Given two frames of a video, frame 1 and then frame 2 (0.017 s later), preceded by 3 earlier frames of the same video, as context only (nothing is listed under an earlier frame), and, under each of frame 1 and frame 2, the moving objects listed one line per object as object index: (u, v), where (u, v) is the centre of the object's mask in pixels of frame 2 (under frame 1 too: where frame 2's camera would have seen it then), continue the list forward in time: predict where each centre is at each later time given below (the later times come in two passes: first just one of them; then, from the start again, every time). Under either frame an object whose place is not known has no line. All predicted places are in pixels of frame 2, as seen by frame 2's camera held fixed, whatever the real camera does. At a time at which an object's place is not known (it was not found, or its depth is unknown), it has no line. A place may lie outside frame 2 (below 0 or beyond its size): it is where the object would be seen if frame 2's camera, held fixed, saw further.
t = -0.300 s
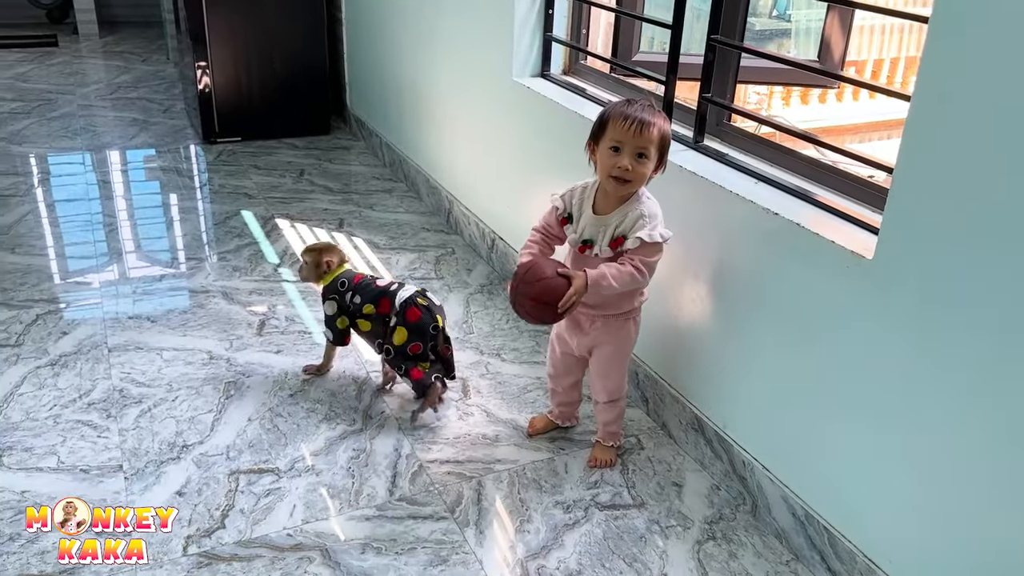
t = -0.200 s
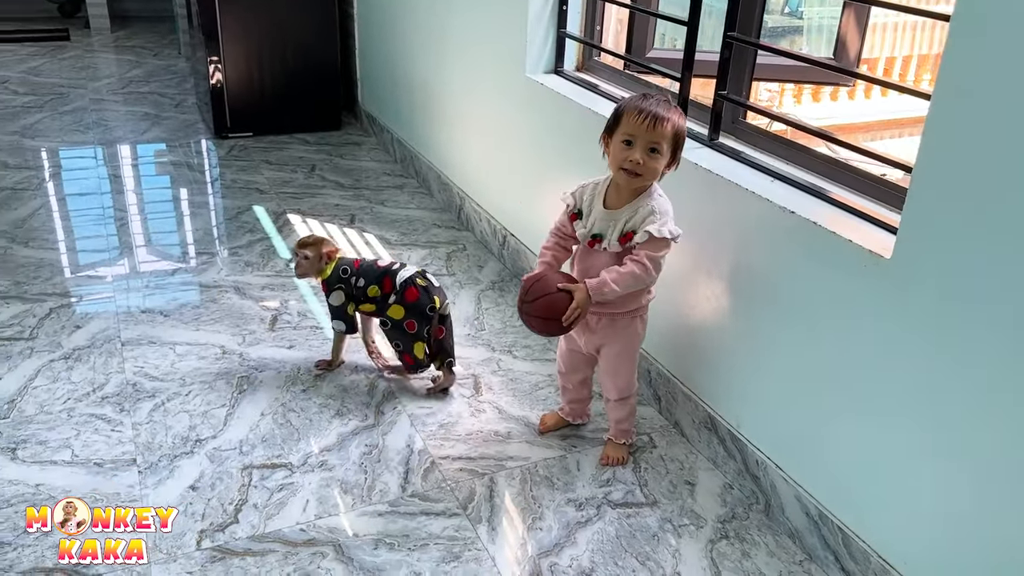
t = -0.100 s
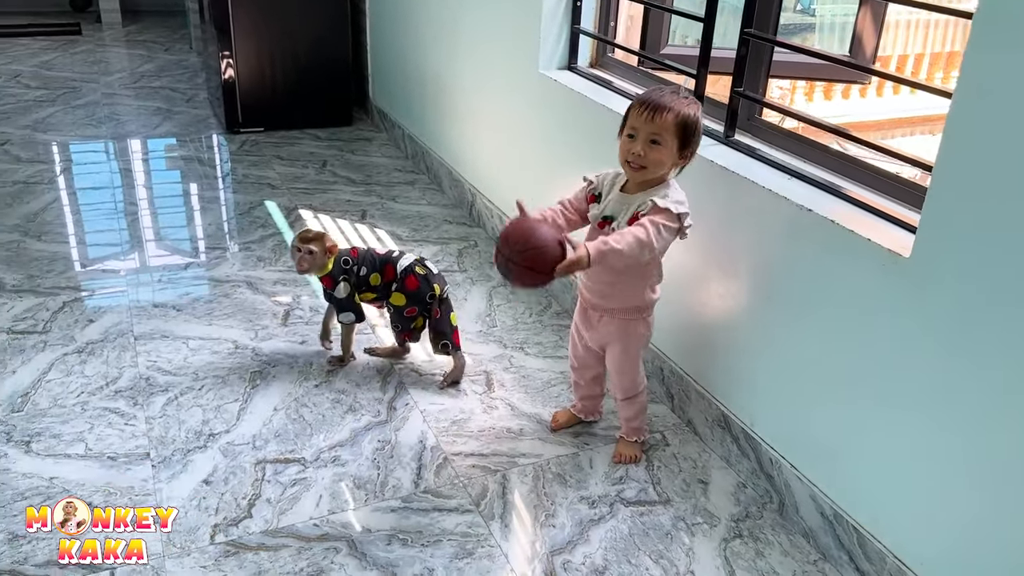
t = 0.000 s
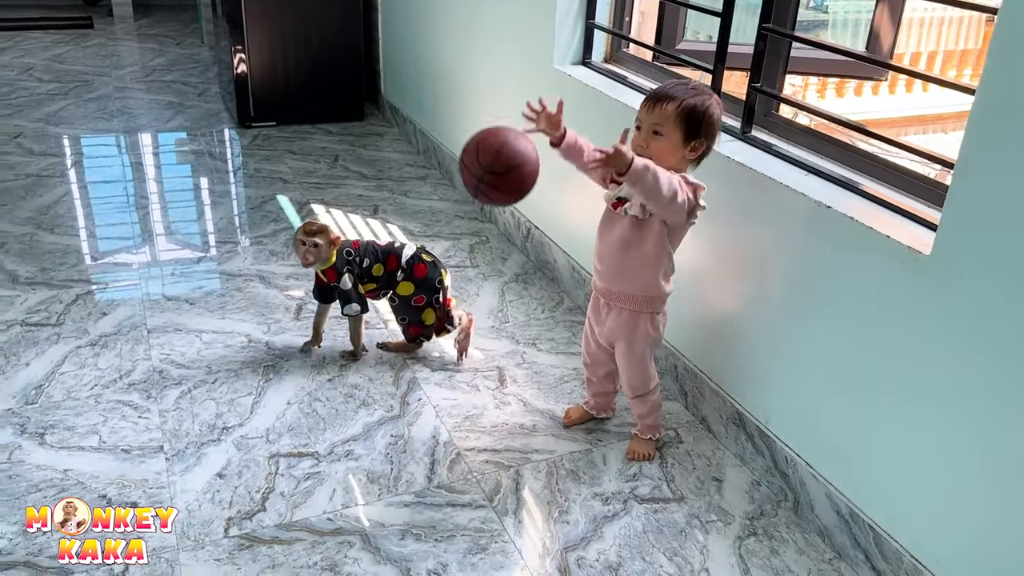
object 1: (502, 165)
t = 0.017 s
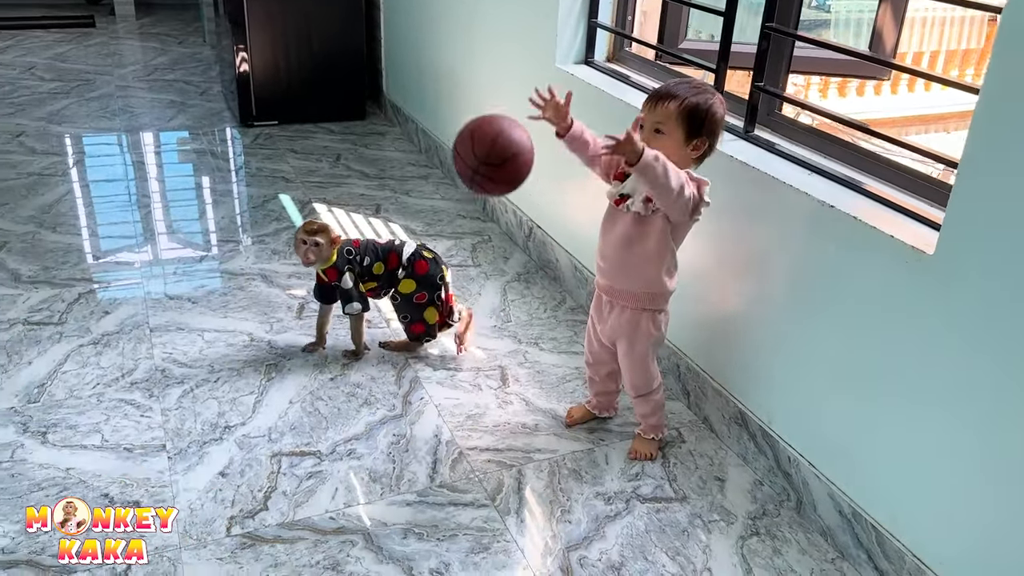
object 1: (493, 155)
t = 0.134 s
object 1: (425, 122)
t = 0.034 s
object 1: (484, 146)
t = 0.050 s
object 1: (474, 138)
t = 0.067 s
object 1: (465, 131)
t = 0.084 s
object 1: (455, 126)
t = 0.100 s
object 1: (444, 123)
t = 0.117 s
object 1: (435, 122)
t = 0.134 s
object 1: (425, 122)
